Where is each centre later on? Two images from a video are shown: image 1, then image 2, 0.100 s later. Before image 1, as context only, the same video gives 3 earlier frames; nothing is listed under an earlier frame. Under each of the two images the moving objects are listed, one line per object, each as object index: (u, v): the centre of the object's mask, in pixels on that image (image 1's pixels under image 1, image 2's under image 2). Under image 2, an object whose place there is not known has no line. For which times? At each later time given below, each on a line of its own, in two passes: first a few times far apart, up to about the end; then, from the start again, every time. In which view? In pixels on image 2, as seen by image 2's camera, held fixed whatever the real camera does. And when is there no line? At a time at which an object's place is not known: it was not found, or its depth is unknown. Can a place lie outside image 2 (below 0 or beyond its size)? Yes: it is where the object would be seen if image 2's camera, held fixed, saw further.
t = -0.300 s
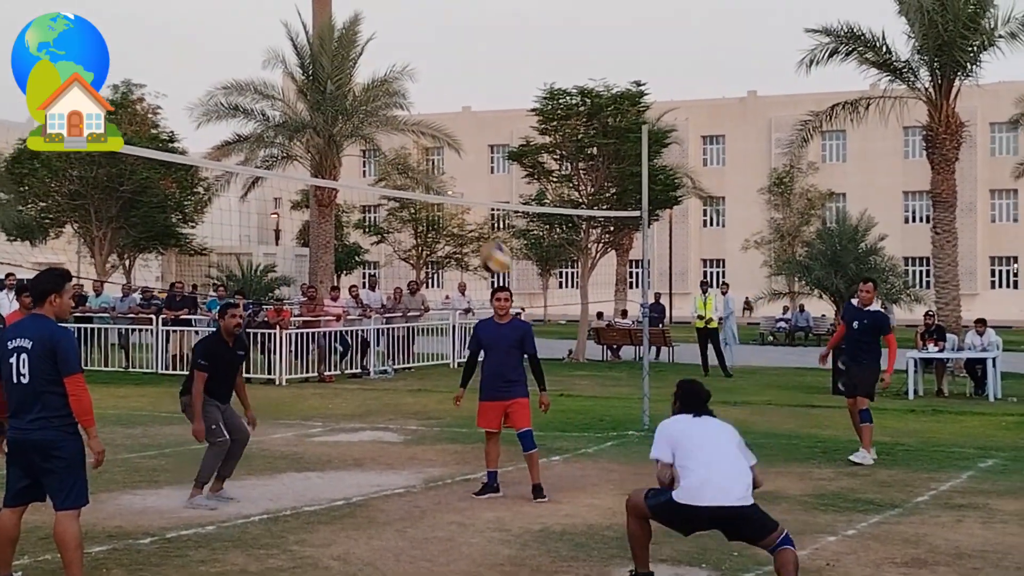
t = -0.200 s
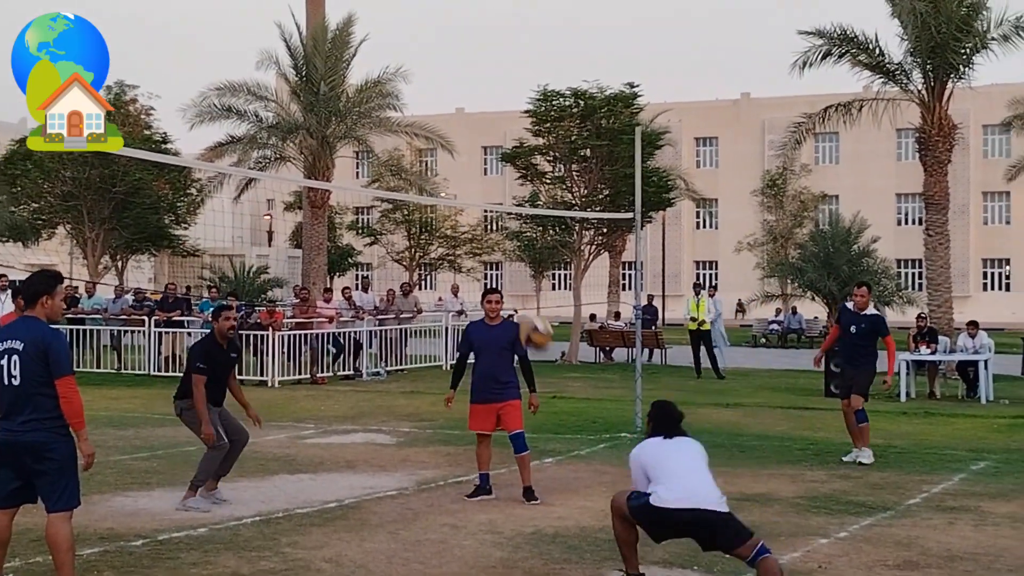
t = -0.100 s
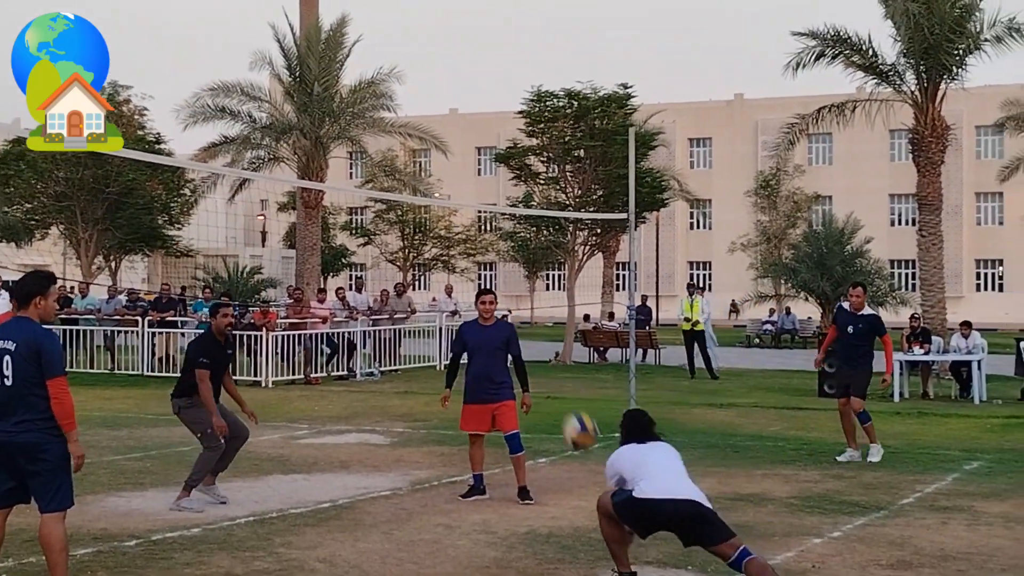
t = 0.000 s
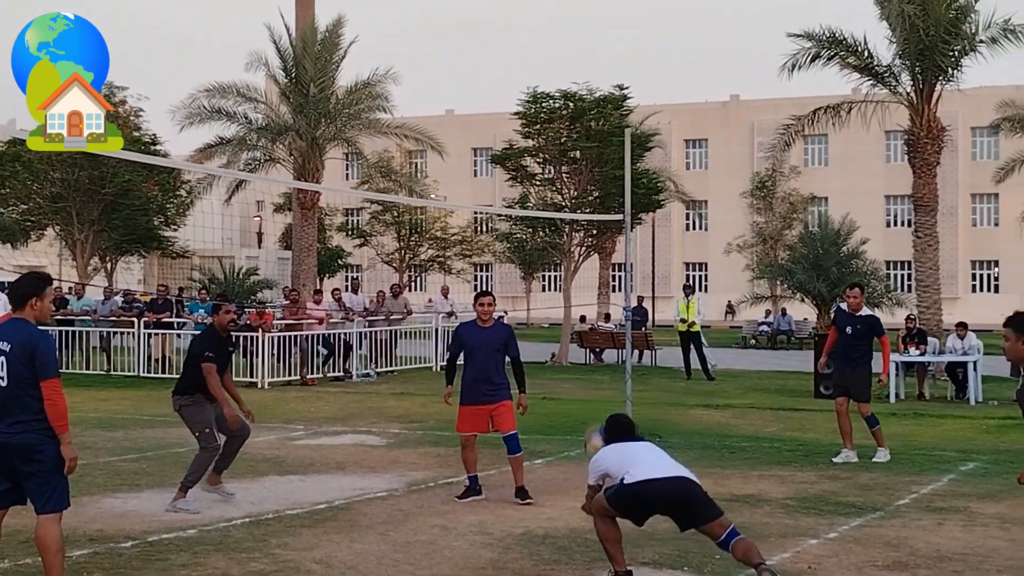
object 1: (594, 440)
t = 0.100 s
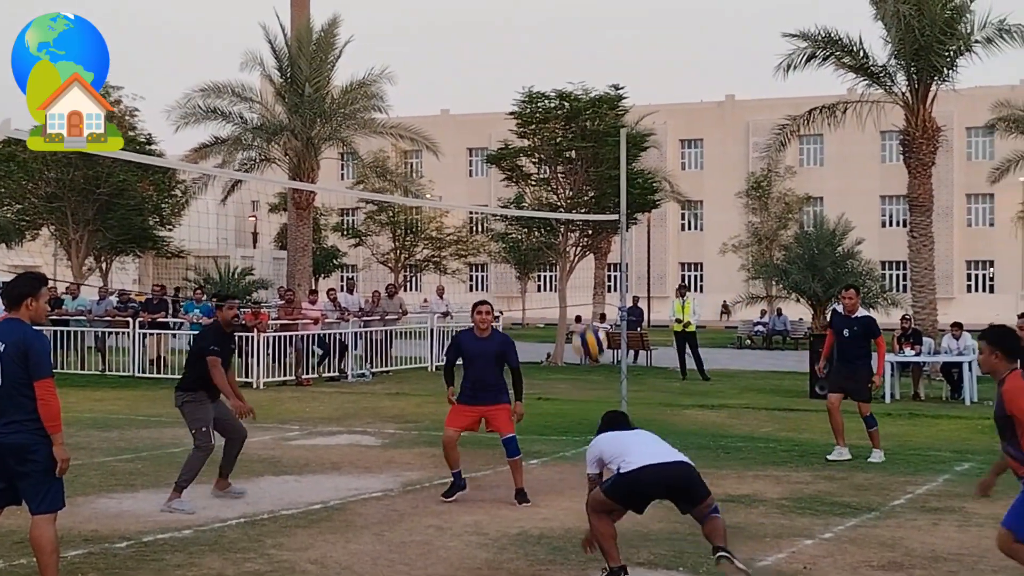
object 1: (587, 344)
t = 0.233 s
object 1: (581, 237)
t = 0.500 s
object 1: (566, 123)
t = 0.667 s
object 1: (558, 108)
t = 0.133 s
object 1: (588, 313)
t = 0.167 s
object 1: (585, 287)
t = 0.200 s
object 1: (583, 261)
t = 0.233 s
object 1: (581, 237)
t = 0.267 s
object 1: (579, 218)
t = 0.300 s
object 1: (576, 197)
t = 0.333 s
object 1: (575, 180)
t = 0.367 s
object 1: (573, 166)
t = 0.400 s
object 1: (571, 152)
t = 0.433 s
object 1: (569, 141)
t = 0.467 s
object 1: (568, 131)
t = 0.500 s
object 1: (566, 123)
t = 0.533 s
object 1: (564, 117)
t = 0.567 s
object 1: (562, 112)
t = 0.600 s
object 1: (560, 109)
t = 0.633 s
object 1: (560, 108)
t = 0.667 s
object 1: (558, 108)
